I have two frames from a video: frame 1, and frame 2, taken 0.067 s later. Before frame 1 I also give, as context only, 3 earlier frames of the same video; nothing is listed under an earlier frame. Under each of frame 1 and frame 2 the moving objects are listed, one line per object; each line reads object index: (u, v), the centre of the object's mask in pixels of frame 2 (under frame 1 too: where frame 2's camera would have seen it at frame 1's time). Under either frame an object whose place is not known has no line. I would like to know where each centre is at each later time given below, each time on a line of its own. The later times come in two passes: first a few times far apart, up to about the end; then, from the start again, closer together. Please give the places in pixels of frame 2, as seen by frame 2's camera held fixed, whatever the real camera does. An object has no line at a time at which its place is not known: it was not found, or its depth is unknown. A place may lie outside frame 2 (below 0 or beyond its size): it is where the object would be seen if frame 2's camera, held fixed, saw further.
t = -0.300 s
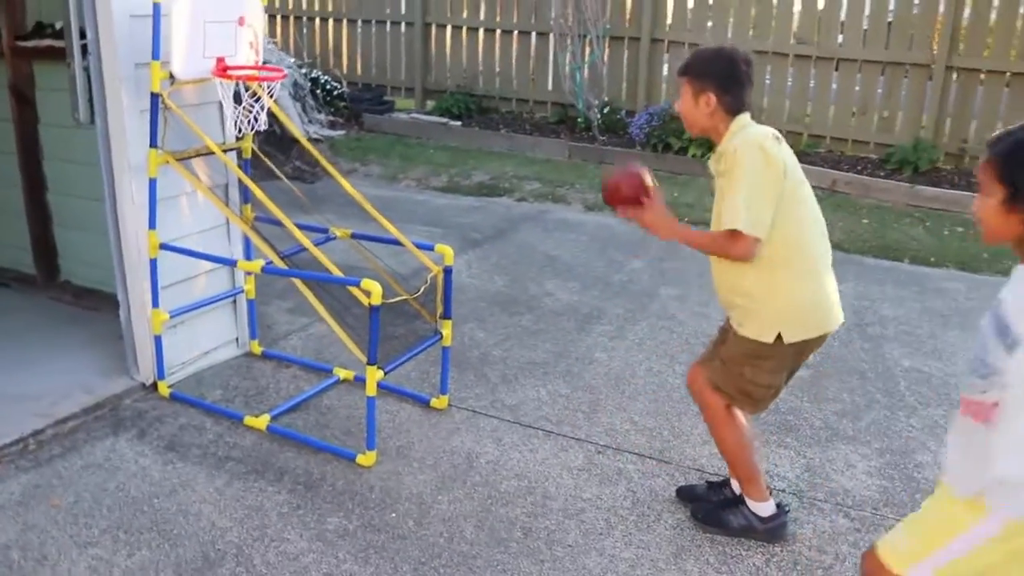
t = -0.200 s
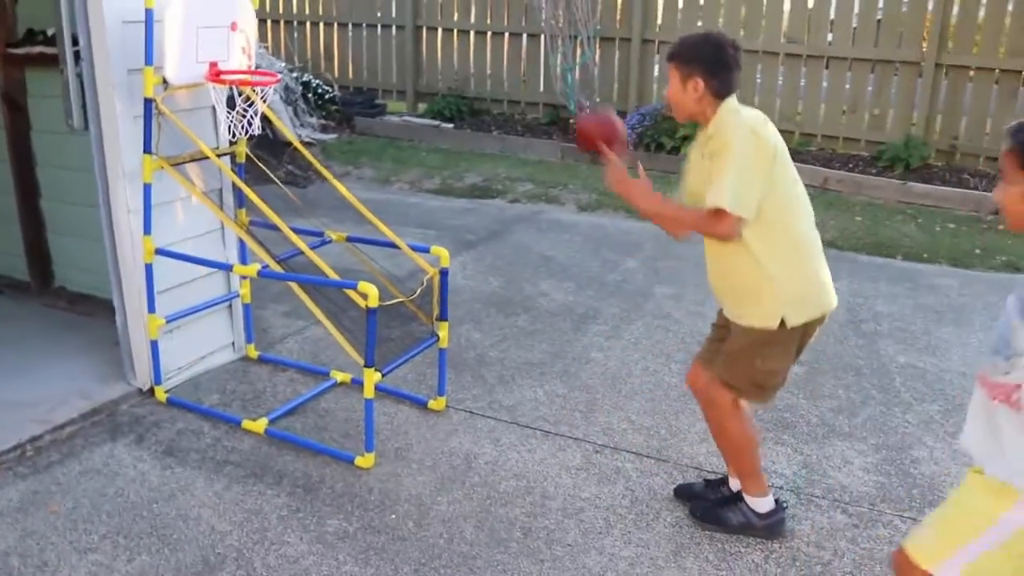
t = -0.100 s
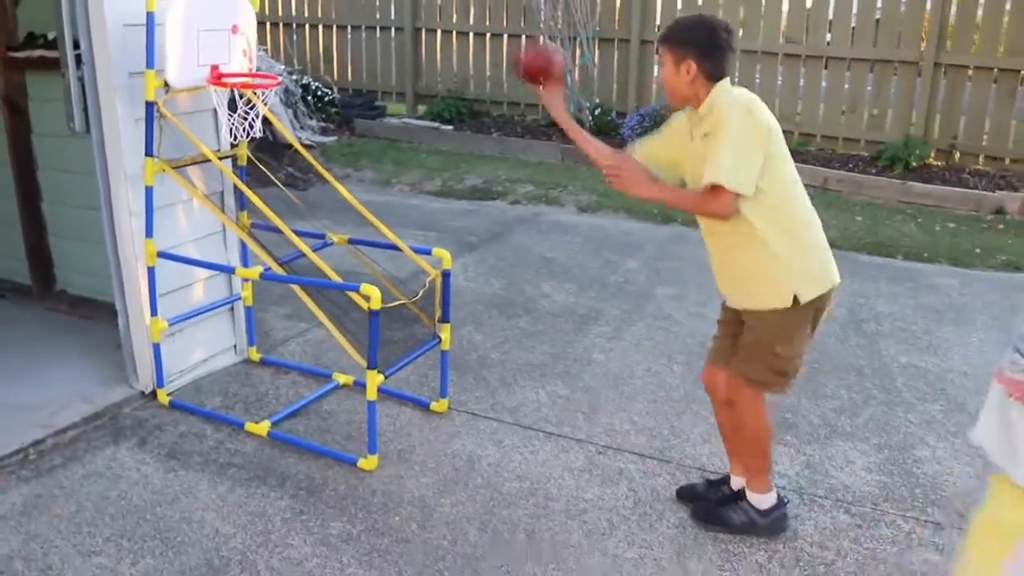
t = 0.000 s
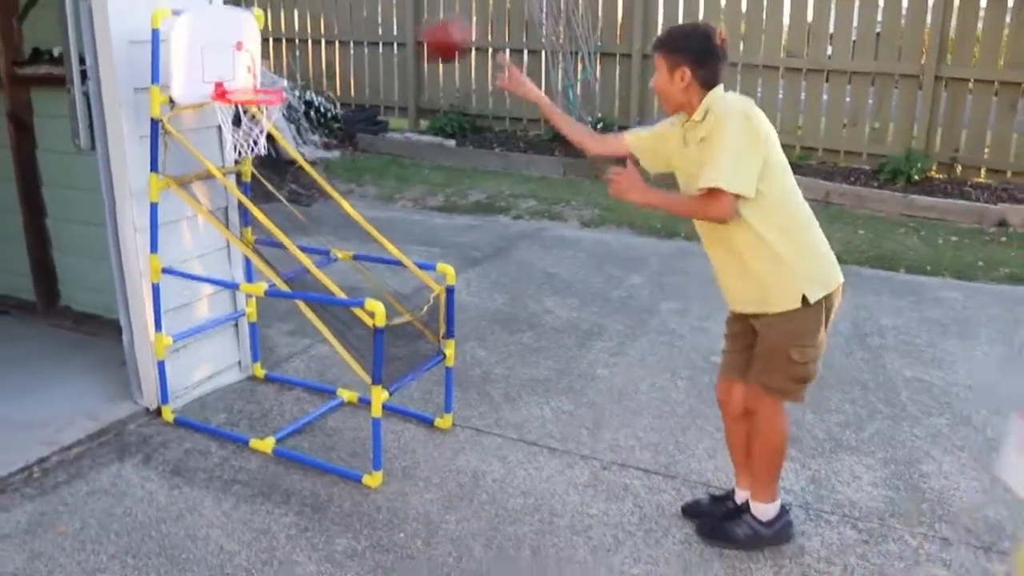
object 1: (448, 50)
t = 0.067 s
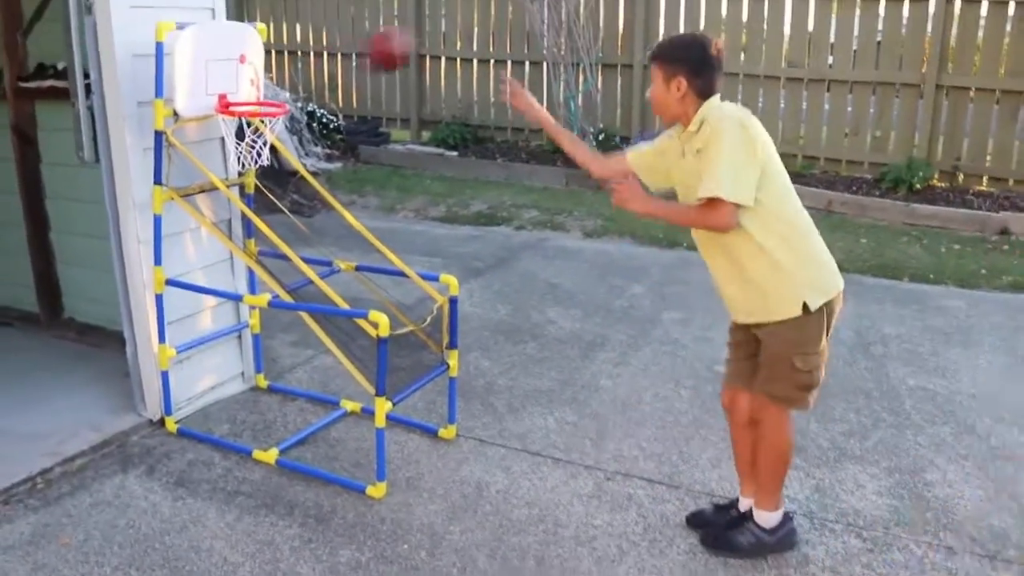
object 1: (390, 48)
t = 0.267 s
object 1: (252, 111)
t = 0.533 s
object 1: (216, 215)
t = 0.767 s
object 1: (330, 286)
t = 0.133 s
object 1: (334, 64)
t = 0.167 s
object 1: (307, 76)
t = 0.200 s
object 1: (290, 87)
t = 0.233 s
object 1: (268, 102)
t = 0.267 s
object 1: (252, 111)
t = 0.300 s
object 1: (241, 126)
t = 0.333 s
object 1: (229, 132)
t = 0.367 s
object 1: (221, 140)
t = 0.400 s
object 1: (222, 157)
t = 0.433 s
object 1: (222, 166)
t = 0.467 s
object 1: (212, 188)
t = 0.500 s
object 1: (209, 208)
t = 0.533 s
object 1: (216, 215)
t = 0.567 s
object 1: (231, 218)
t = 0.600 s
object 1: (248, 219)
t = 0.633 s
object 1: (267, 224)
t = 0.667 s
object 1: (284, 234)
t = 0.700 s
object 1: (298, 248)
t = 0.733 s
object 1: (314, 261)
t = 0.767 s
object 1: (330, 286)
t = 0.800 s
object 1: (347, 309)
